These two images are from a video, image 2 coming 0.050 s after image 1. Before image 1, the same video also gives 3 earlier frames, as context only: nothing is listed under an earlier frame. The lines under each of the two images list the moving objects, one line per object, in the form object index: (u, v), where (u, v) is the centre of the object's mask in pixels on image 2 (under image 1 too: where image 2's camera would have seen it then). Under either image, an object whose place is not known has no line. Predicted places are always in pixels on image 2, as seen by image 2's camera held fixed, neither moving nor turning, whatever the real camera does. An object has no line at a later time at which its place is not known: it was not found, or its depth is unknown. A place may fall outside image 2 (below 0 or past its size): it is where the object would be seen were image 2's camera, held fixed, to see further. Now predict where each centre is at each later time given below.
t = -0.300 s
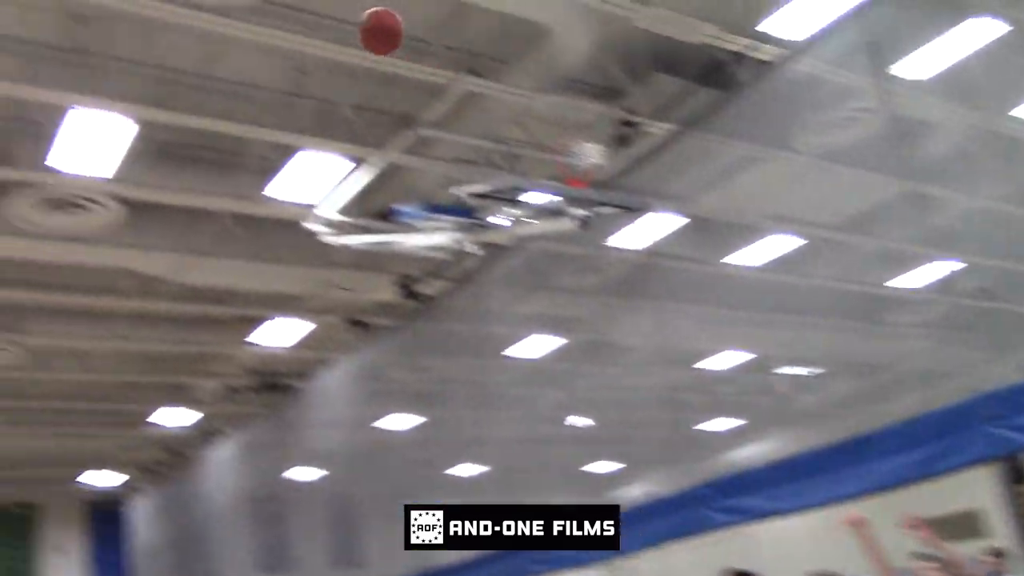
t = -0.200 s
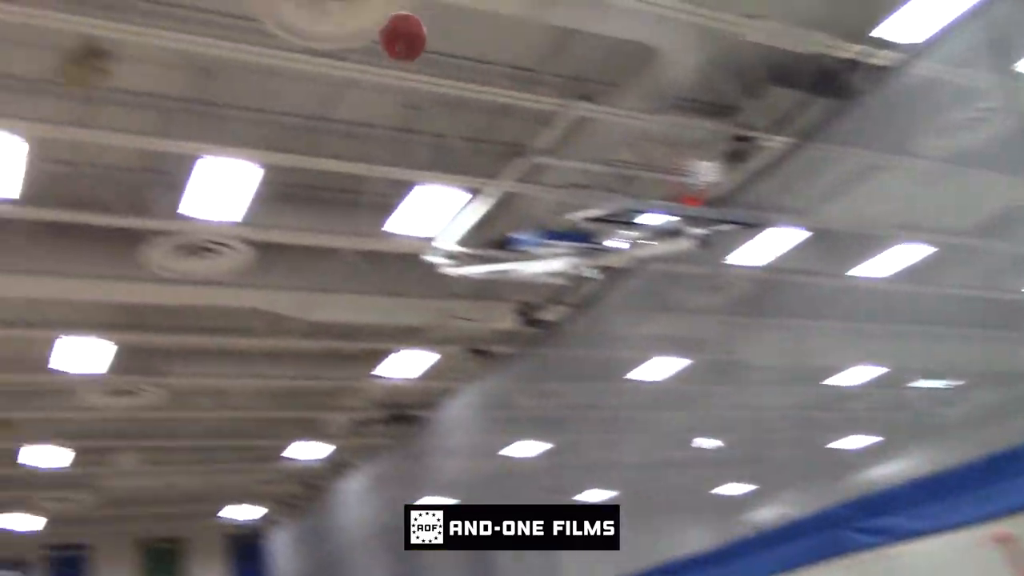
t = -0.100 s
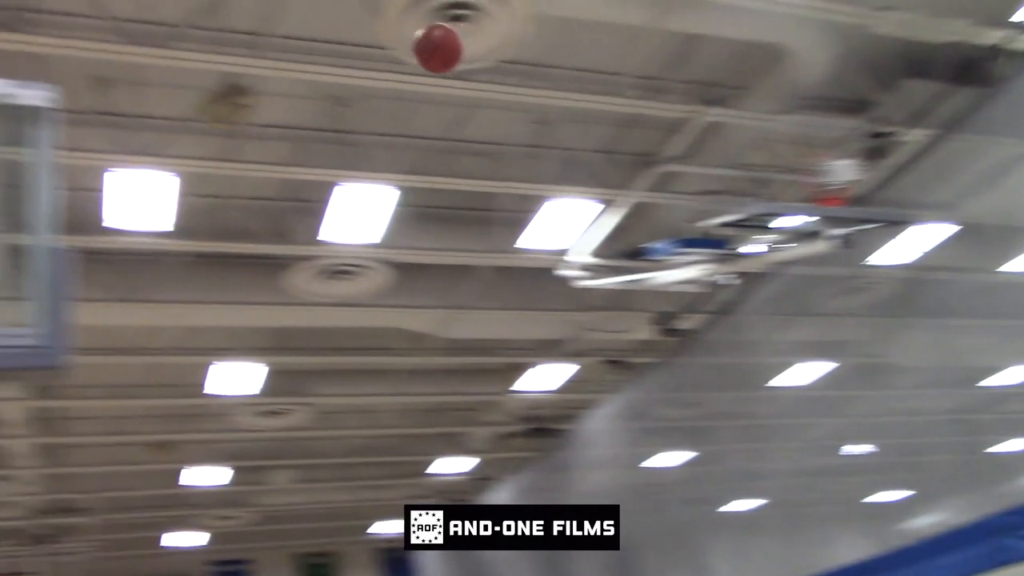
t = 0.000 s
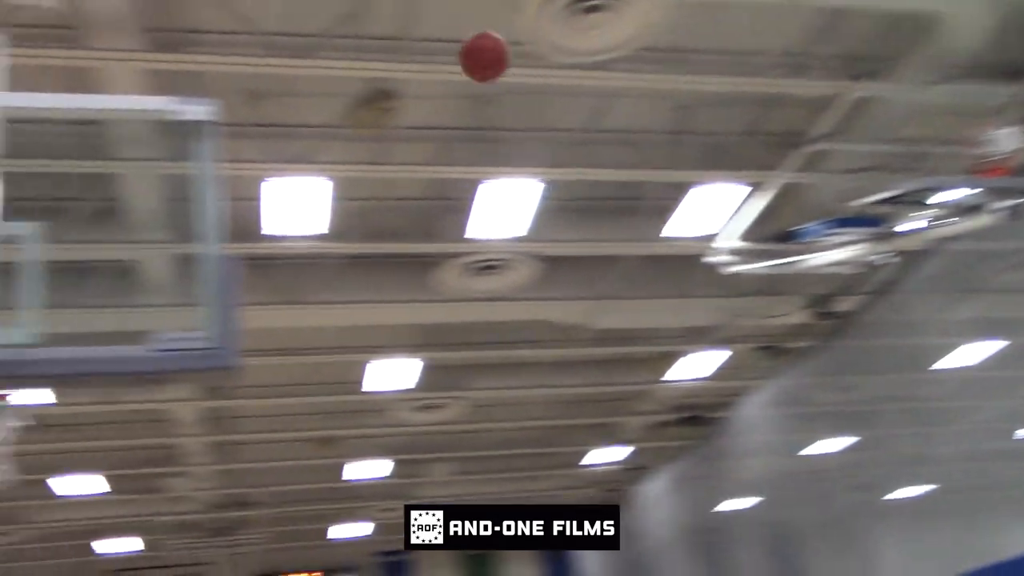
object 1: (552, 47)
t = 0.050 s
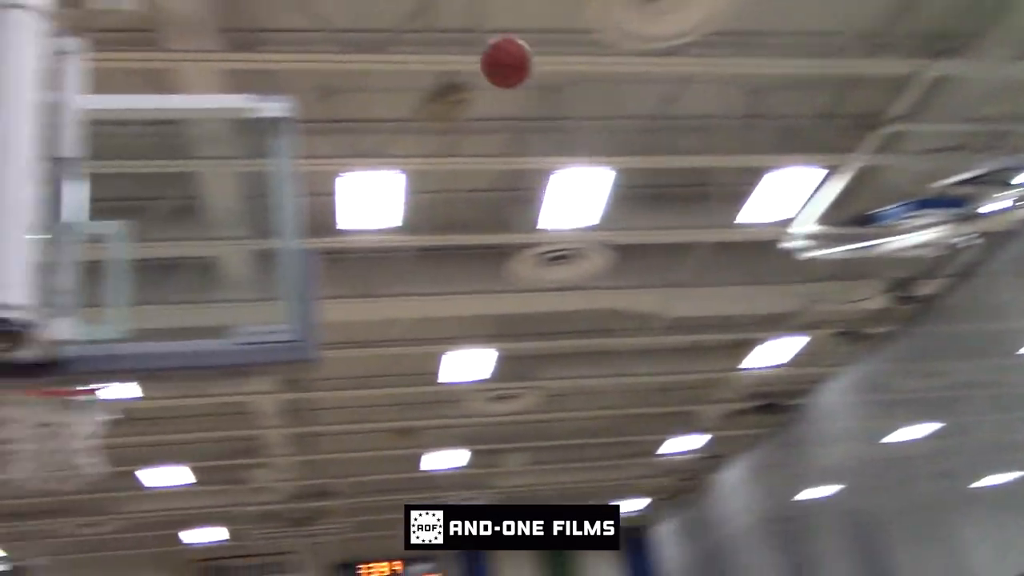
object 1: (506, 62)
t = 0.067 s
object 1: (491, 68)
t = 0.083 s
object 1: (474, 75)
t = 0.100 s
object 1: (458, 84)
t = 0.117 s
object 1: (443, 93)
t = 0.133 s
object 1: (427, 102)
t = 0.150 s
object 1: (410, 112)
